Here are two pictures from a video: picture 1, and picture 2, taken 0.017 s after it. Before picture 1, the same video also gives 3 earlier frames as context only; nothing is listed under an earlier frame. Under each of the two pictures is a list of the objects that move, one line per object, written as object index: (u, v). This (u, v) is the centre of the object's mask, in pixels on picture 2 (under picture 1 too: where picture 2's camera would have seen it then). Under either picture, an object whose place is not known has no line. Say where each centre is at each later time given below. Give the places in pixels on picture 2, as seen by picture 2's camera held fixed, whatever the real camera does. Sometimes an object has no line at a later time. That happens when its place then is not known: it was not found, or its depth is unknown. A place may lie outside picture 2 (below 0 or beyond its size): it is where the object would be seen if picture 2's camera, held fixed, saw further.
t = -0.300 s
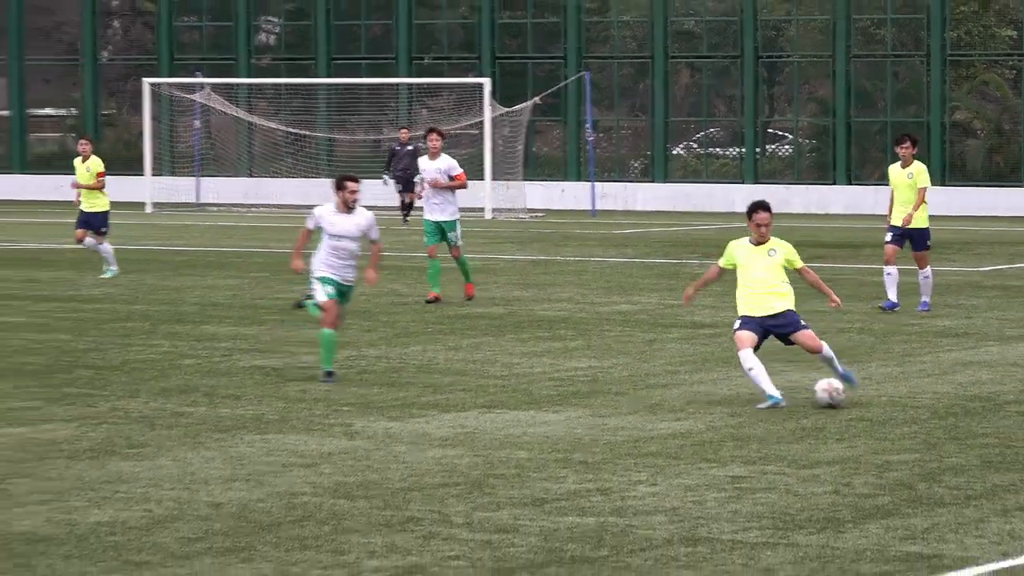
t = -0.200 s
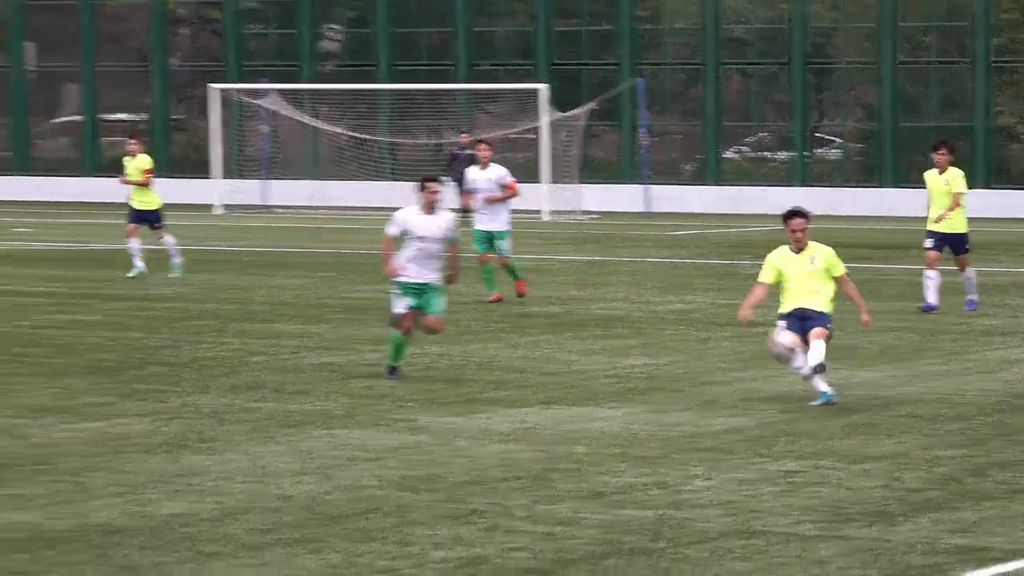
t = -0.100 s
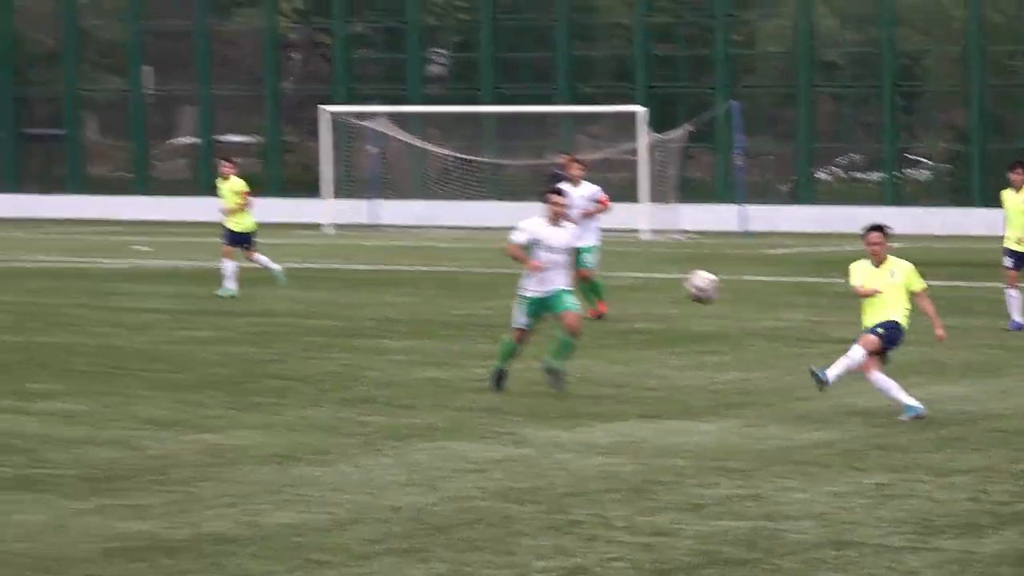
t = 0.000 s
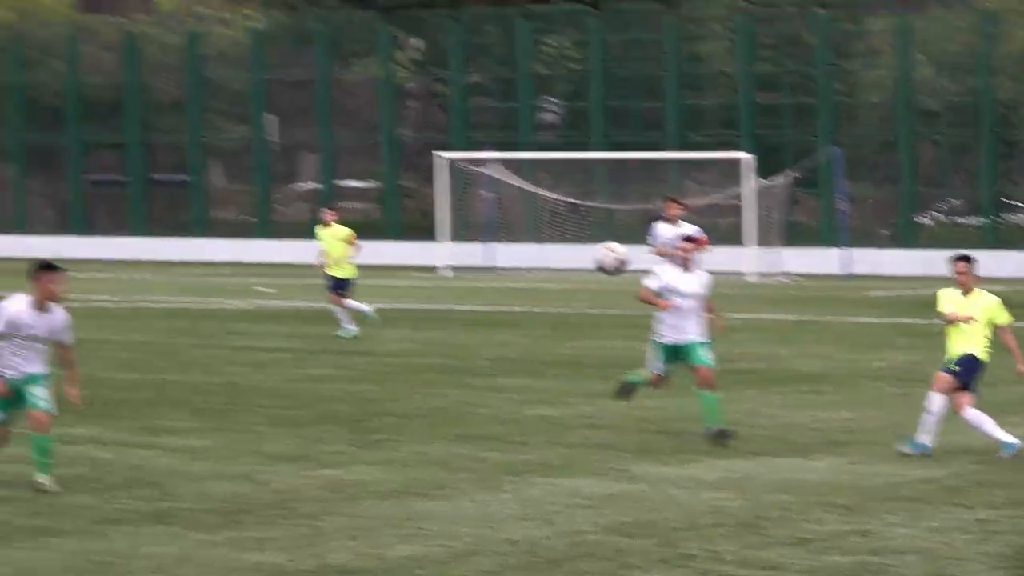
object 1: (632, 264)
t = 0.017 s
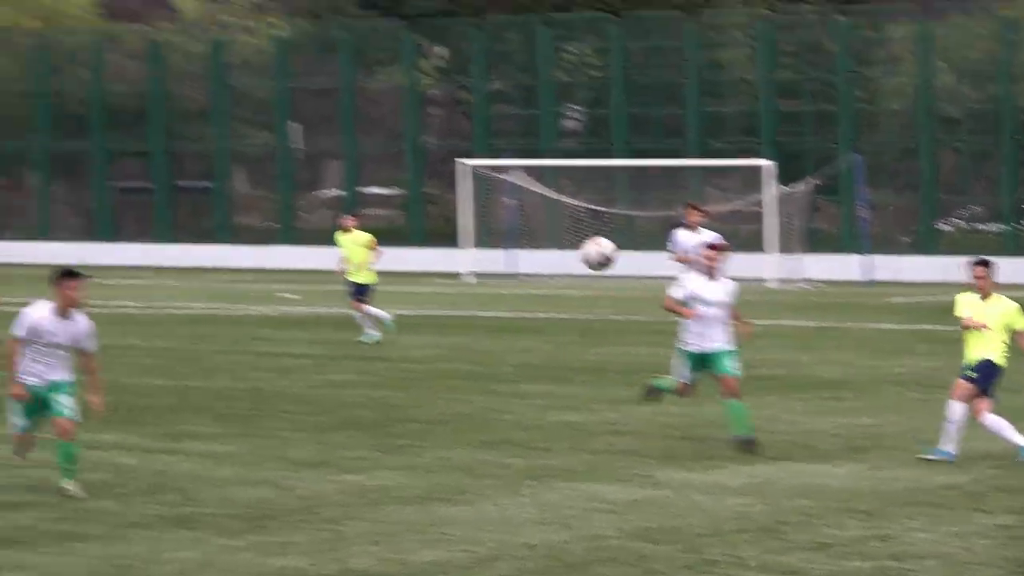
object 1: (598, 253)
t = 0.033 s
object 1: (563, 242)
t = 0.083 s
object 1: (452, 207)
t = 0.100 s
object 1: (412, 195)
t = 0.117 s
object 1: (375, 183)
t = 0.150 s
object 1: (293, 160)
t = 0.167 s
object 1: (251, 148)
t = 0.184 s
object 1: (207, 136)
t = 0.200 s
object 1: (161, 124)
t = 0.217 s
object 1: (114, 112)
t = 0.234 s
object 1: (67, 101)
